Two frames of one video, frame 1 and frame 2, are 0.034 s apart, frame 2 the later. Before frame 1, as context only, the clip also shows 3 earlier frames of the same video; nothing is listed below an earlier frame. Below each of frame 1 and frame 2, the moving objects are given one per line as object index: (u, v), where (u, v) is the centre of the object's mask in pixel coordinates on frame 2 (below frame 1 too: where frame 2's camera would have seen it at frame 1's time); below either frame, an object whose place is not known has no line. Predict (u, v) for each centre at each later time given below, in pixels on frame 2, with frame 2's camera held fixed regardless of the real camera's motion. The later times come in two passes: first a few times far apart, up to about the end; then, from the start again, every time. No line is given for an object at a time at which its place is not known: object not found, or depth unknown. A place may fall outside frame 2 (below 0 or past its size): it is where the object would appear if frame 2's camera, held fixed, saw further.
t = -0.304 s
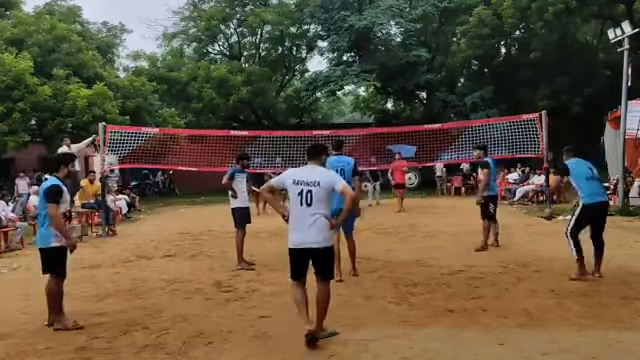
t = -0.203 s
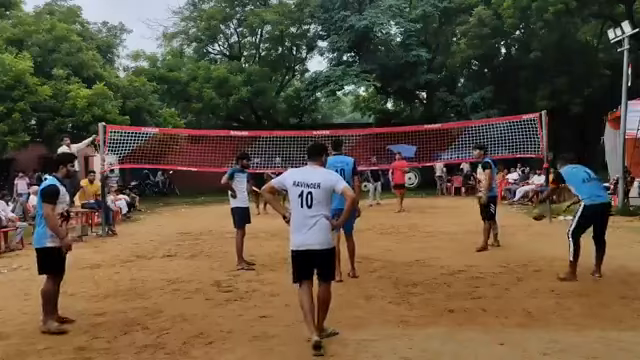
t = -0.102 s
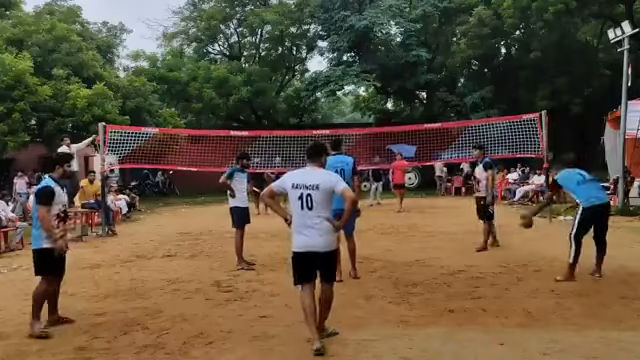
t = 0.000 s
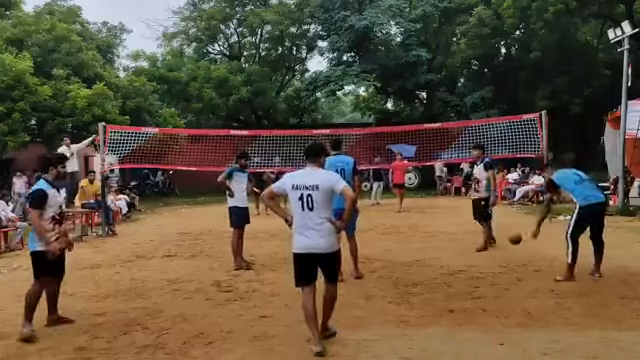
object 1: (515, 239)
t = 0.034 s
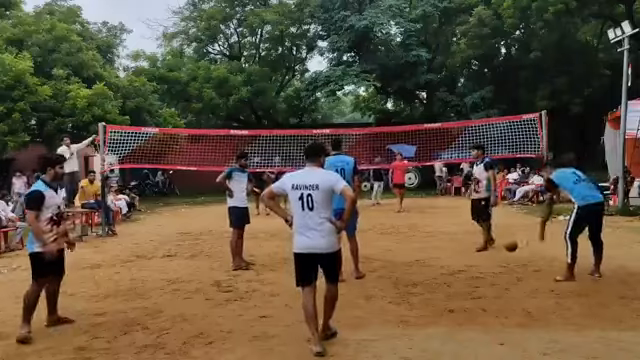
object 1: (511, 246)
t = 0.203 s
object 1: (489, 268)
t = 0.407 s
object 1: (458, 266)
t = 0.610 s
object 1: (421, 306)
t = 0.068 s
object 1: (507, 254)
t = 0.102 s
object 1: (503, 264)
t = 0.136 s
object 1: (499, 276)
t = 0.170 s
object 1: (494, 271)
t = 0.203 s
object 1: (489, 268)
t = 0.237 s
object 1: (484, 265)
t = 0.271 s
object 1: (479, 264)
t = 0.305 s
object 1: (474, 263)
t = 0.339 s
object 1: (469, 264)
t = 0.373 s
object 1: (463, 264)
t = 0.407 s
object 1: (458, 266)
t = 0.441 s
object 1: (453, 269)
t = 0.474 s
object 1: (446, 274)
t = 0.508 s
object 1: (440, 280)
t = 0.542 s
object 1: (434, 287)
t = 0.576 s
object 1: (428, 296)
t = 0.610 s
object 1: (421, 306)
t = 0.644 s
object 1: (415, 305)
